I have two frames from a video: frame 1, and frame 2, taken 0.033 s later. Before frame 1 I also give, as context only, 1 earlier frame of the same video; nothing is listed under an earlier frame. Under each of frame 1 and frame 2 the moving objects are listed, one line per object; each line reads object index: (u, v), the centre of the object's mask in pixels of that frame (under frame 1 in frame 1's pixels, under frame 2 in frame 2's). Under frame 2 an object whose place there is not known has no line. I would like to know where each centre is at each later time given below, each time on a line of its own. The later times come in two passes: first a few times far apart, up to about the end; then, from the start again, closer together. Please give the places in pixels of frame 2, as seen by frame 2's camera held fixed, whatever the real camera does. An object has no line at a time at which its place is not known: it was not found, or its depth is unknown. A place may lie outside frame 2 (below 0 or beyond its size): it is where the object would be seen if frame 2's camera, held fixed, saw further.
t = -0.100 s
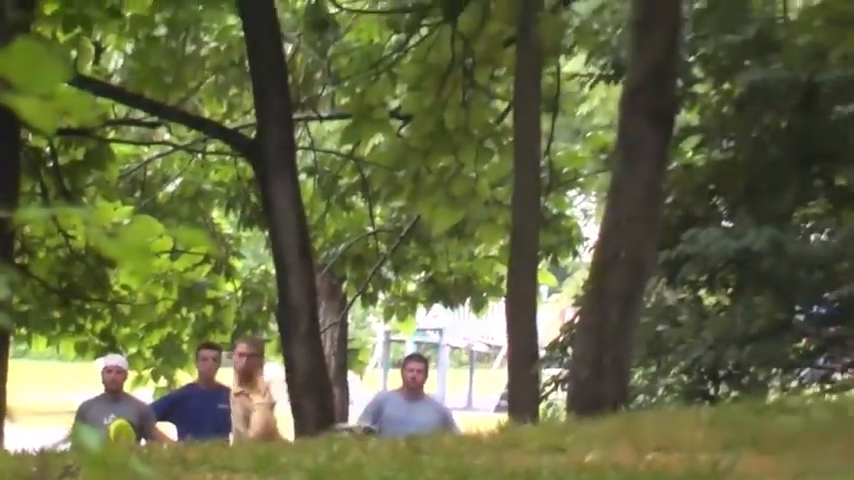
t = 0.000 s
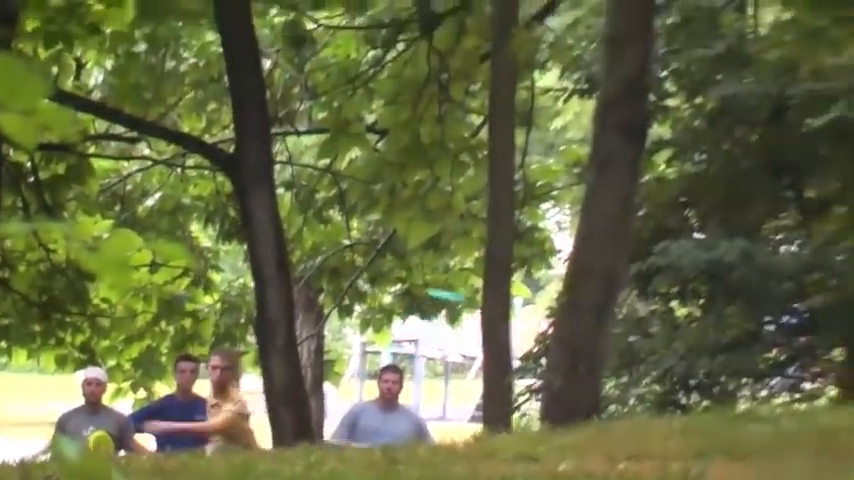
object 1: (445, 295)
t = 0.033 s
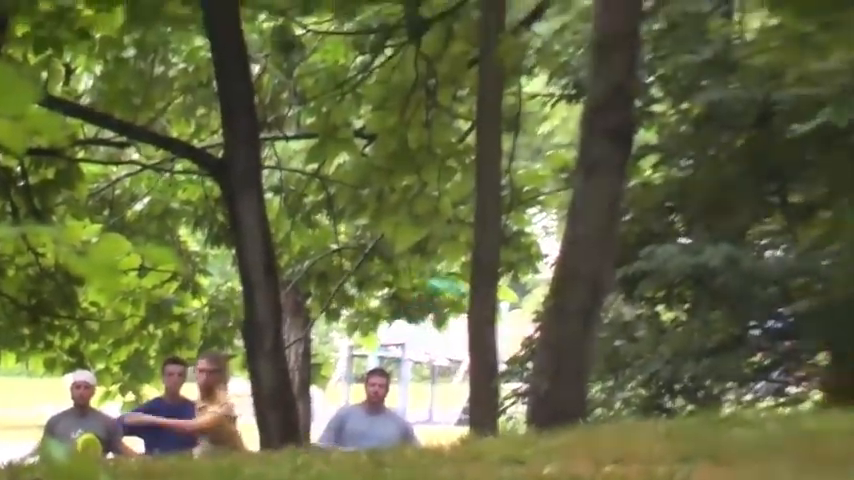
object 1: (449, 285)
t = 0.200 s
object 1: (512, 214)
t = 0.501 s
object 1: (681, 86)
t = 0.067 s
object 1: (461, 273)
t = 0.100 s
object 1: (473, 258)
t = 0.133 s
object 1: (487, 242)
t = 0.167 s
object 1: (501, 229)
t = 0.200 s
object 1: (512, 214)
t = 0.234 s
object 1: (530, 201)
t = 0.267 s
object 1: (548, 186)
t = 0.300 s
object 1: (568, 173)
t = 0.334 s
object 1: (591, 158)
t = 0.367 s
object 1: (604, 143)
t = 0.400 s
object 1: (623, 127)
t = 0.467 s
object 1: (659, 100)
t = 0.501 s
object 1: (681, 86)
